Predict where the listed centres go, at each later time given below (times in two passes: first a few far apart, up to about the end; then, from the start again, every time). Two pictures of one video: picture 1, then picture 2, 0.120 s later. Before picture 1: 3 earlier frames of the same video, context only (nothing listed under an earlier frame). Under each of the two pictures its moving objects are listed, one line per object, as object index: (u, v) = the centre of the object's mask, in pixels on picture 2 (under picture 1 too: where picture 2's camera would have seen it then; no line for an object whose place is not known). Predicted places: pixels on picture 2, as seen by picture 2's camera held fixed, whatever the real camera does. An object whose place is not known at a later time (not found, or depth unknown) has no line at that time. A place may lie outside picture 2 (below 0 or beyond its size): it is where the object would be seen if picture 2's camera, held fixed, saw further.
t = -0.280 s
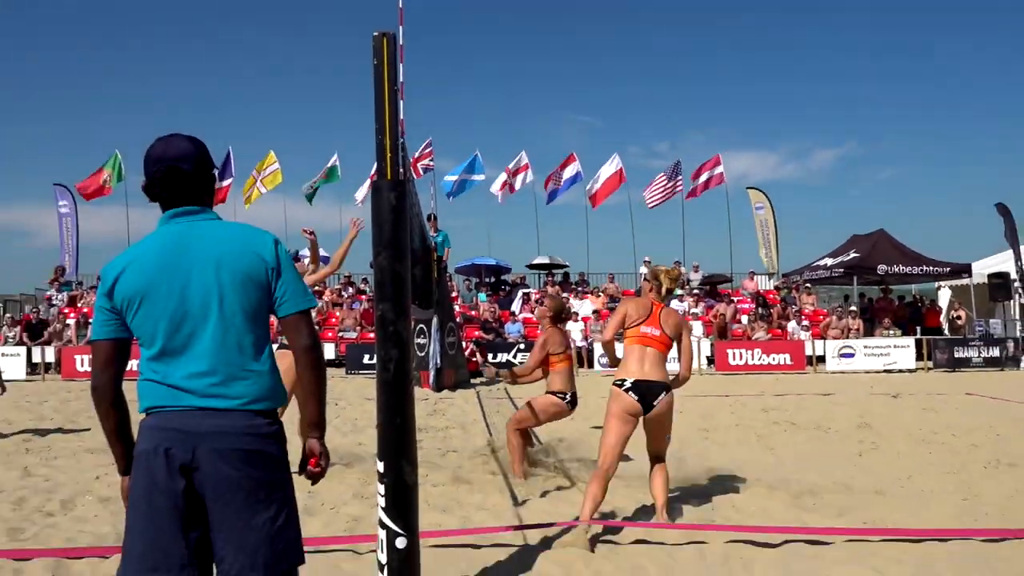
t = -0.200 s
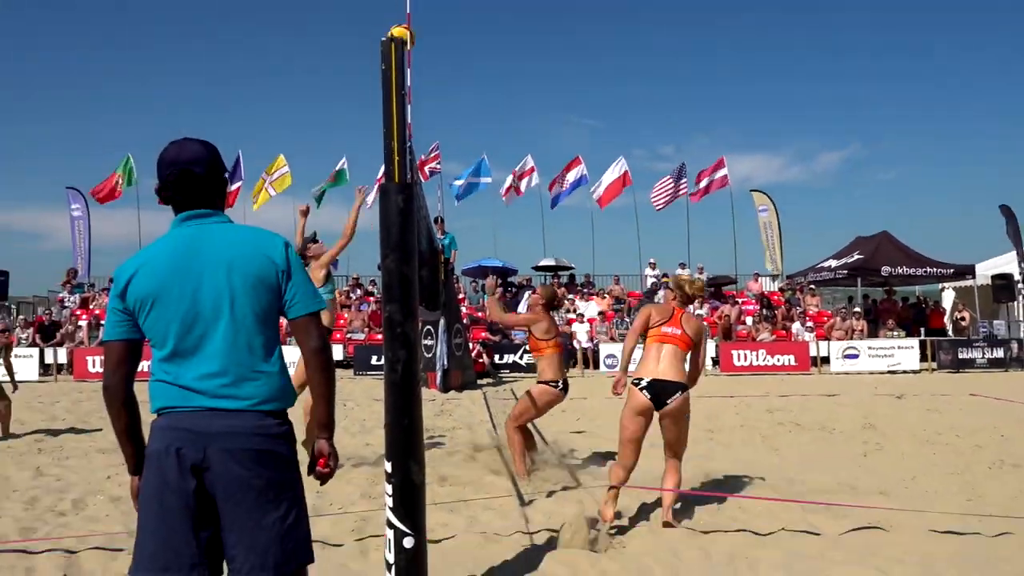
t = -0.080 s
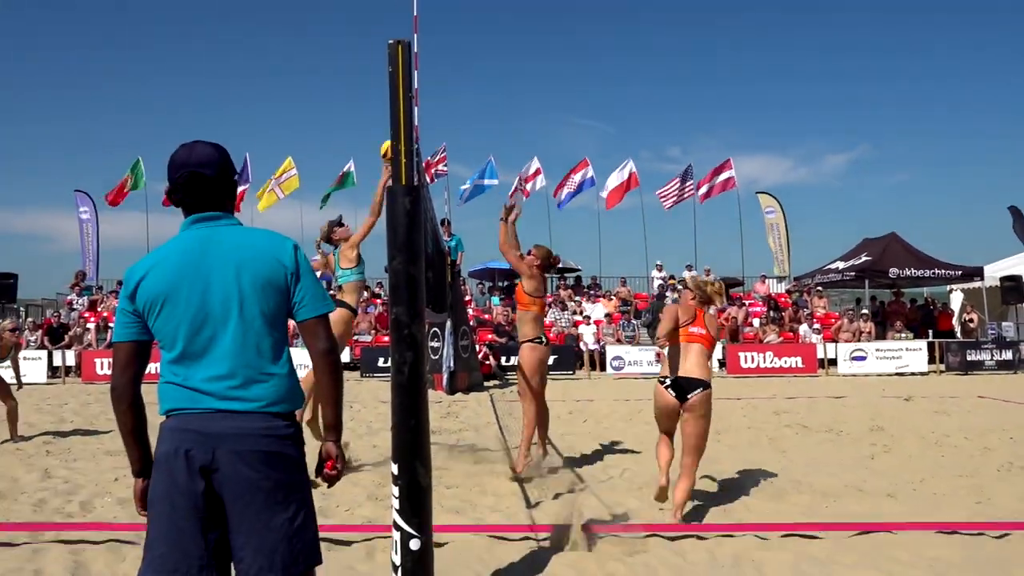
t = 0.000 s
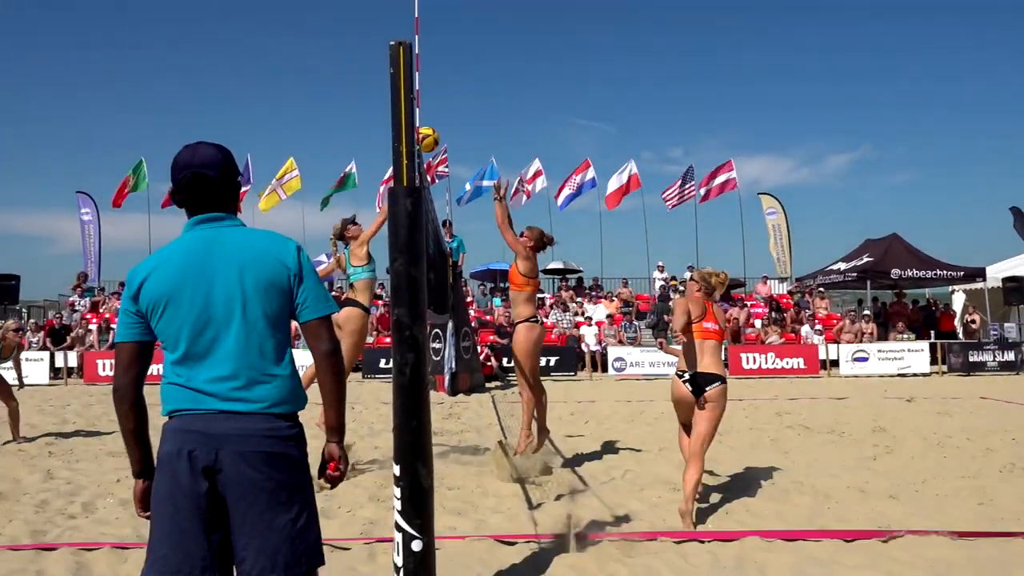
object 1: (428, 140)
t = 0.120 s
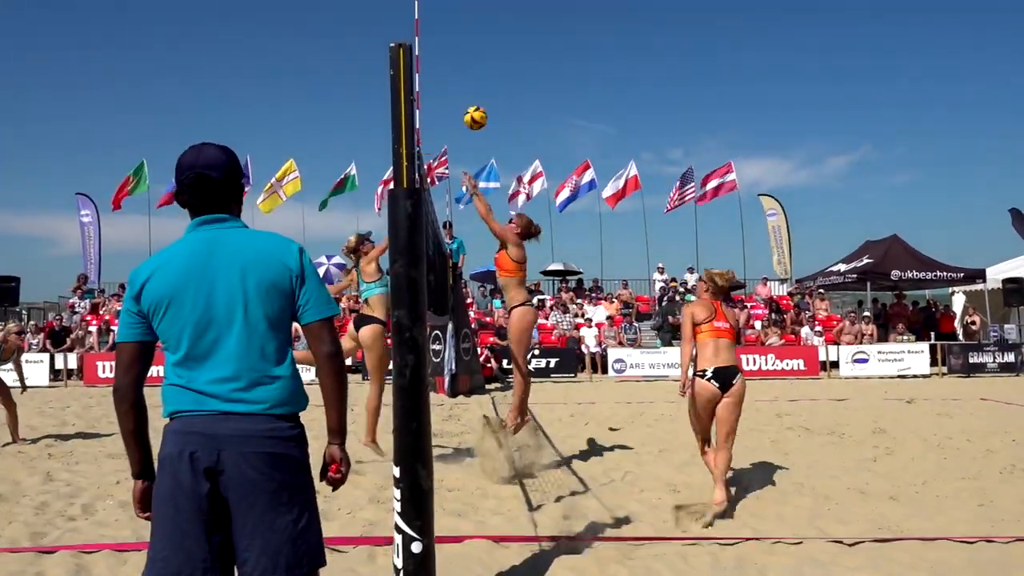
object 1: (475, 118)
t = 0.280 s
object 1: (530, 114)
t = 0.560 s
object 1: (600, 161)
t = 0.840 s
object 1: (651, 263)
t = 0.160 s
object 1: (490, 114)
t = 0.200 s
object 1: (504, 113)
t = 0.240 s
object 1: (517, 112)
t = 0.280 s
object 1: (530, 114)
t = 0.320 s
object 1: (542, 117)
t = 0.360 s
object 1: (554, 120)
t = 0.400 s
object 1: (564, 125)
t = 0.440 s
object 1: (574, 130)
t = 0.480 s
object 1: (583, 139)
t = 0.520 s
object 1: (592, 148)
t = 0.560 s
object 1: (600, 161)
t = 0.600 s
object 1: (608, 173)
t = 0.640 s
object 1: (616, 186)
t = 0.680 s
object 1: (624, 201)
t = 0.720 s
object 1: (631, 215)
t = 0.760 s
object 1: (638, 230)
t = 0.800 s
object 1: (644, 246)
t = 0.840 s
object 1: (651, 263)
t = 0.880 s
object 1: (659, 281)
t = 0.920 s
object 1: (665, 298)
